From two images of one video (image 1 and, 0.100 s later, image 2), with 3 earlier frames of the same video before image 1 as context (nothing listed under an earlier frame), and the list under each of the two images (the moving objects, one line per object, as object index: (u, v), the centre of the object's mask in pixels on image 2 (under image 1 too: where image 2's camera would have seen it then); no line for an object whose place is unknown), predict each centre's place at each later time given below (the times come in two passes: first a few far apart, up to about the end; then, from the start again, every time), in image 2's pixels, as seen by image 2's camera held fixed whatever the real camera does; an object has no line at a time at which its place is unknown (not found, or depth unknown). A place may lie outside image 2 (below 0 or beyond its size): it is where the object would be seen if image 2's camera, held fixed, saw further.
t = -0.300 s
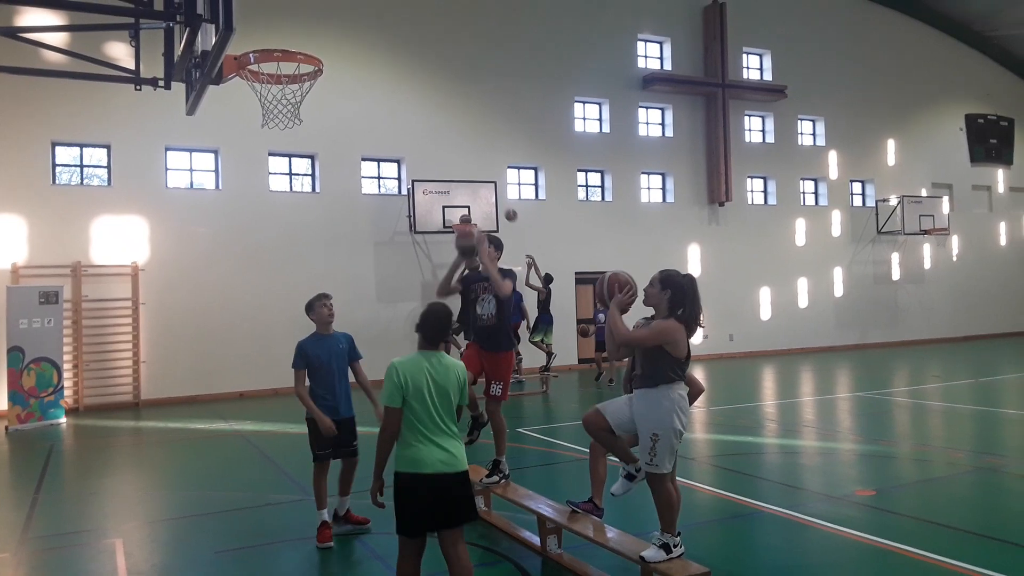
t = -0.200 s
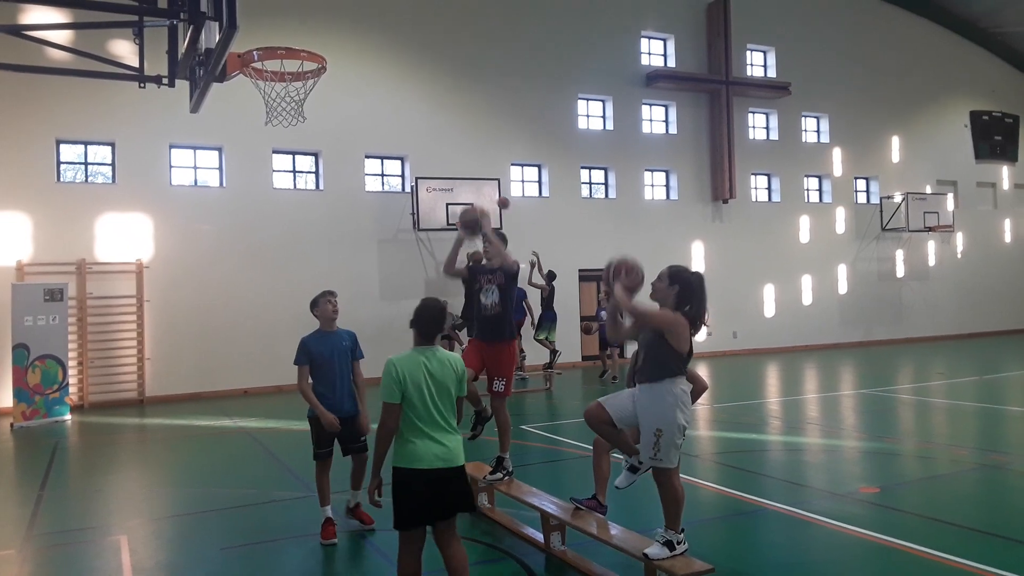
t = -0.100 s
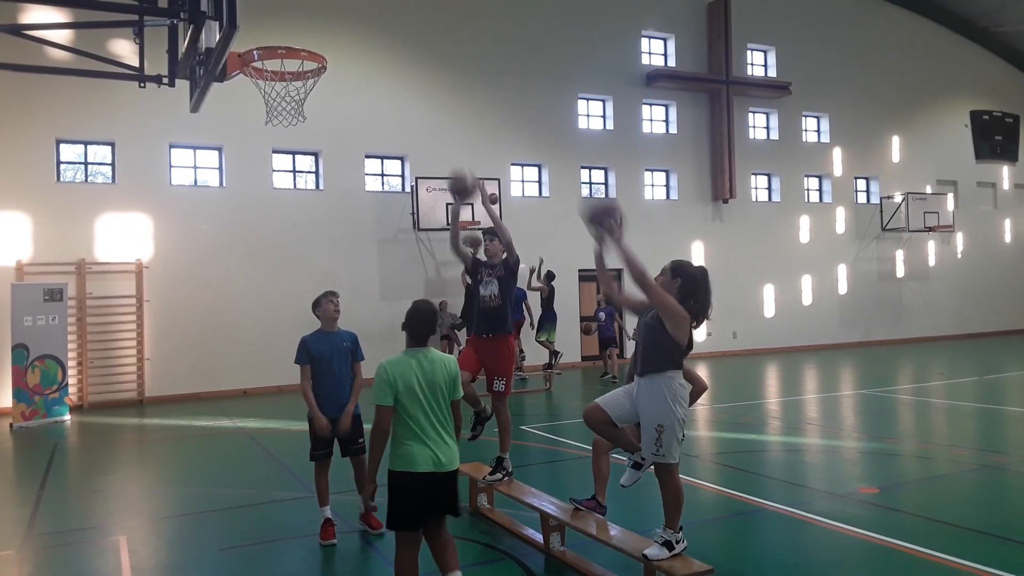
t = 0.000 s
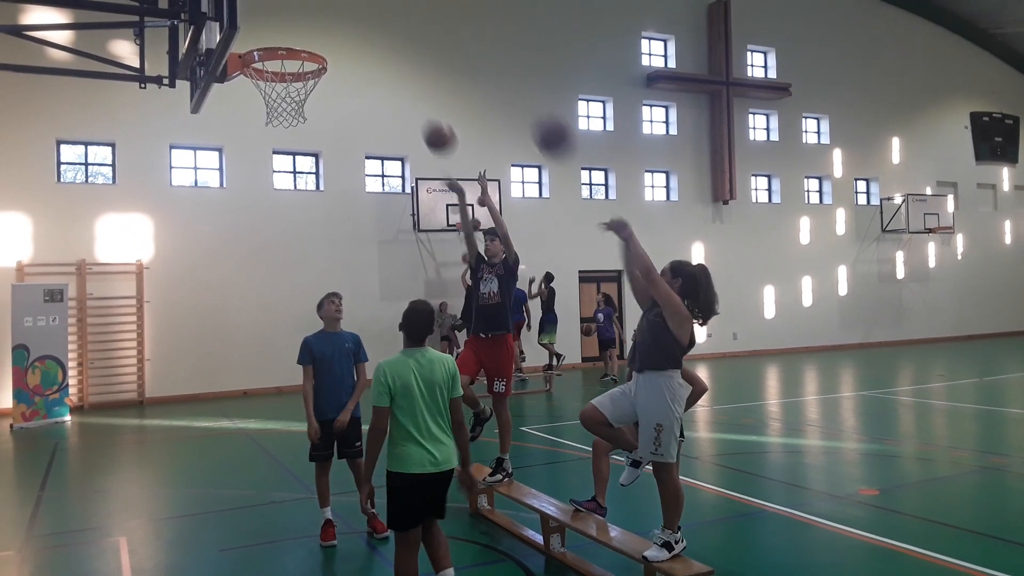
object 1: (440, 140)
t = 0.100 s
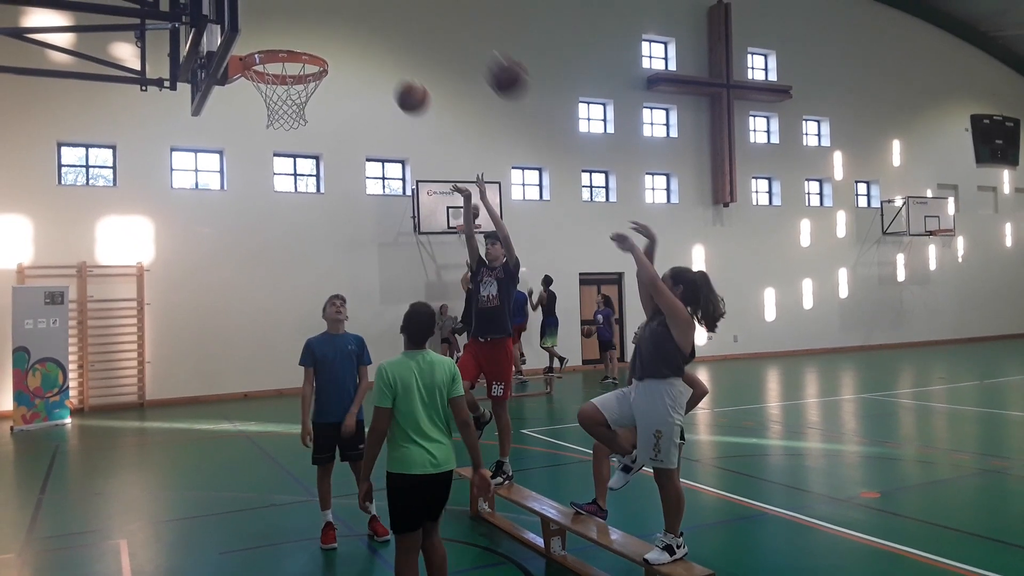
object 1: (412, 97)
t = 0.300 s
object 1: (350, 47)
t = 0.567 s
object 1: (268, 47)
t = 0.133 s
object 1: (402, 86)
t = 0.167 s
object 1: (392, 75)
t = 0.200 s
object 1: (382, 66)
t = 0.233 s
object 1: (371, 58)
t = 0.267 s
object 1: (361, 52)
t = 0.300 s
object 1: (350, 47)
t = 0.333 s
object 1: (339, 44)
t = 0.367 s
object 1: (329, 42)
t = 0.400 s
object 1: (318, 41)
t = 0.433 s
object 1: (307, 41)
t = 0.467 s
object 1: (295, 41)
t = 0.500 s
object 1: (283, 51)
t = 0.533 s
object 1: (275, 51)
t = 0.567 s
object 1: (268, 47)
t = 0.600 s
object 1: (261, 44)
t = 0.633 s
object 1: (259, 43)
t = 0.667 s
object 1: (261, 40)
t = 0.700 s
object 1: (263, 39)
